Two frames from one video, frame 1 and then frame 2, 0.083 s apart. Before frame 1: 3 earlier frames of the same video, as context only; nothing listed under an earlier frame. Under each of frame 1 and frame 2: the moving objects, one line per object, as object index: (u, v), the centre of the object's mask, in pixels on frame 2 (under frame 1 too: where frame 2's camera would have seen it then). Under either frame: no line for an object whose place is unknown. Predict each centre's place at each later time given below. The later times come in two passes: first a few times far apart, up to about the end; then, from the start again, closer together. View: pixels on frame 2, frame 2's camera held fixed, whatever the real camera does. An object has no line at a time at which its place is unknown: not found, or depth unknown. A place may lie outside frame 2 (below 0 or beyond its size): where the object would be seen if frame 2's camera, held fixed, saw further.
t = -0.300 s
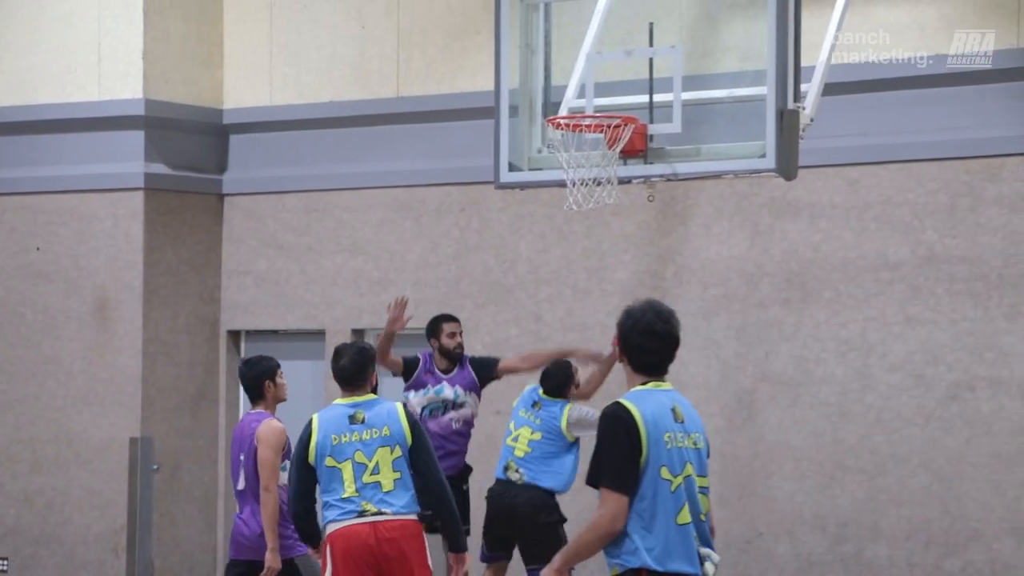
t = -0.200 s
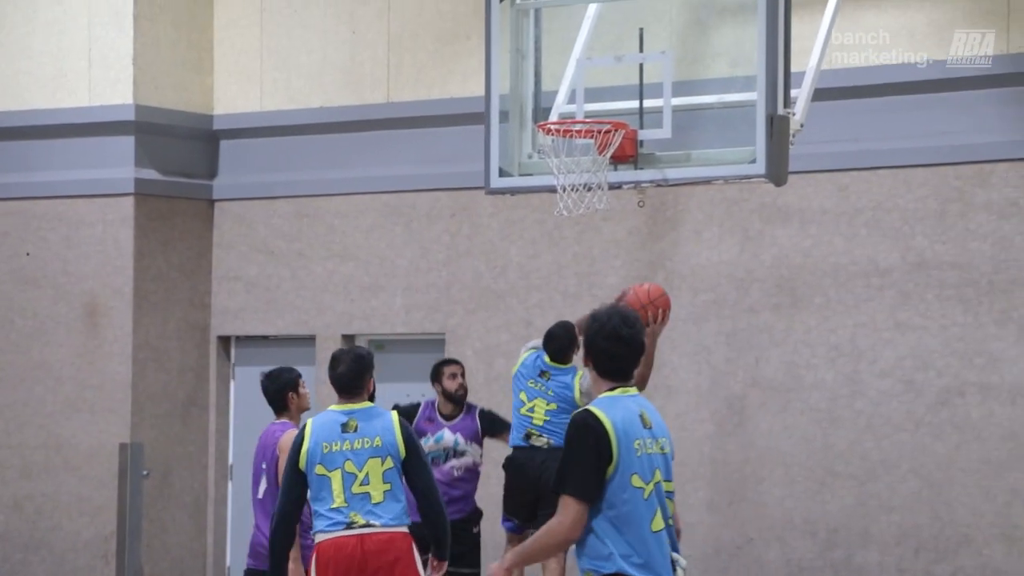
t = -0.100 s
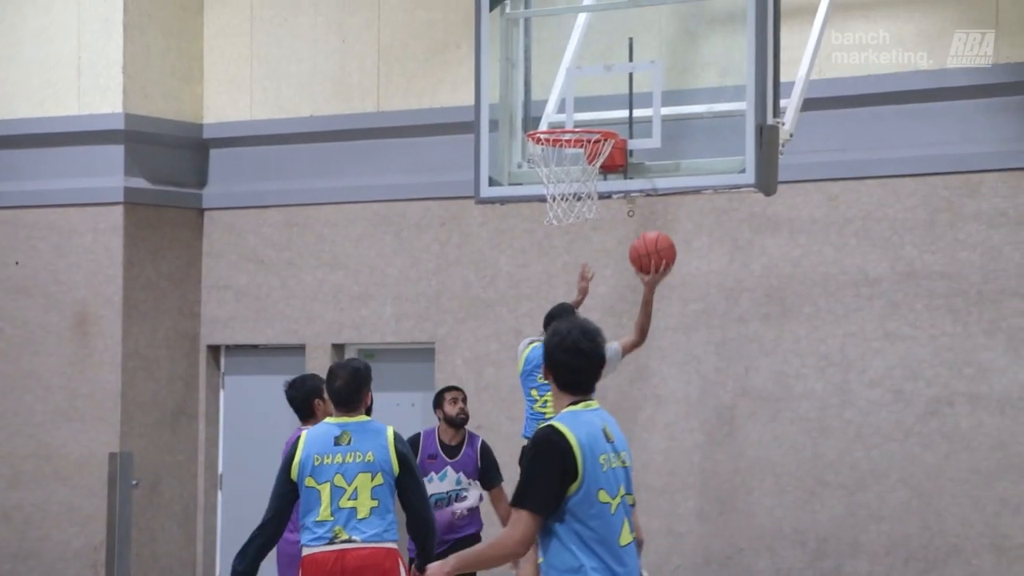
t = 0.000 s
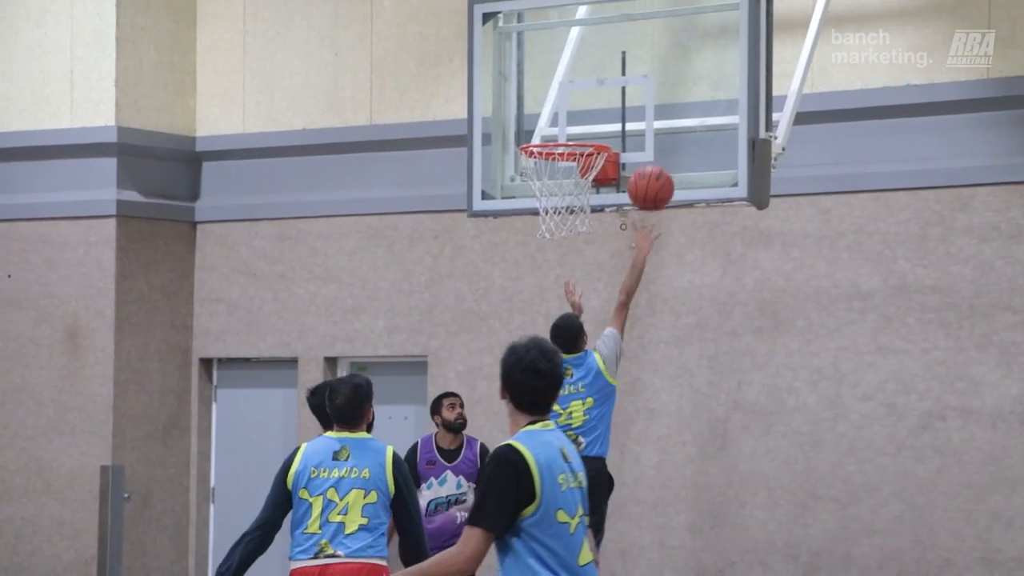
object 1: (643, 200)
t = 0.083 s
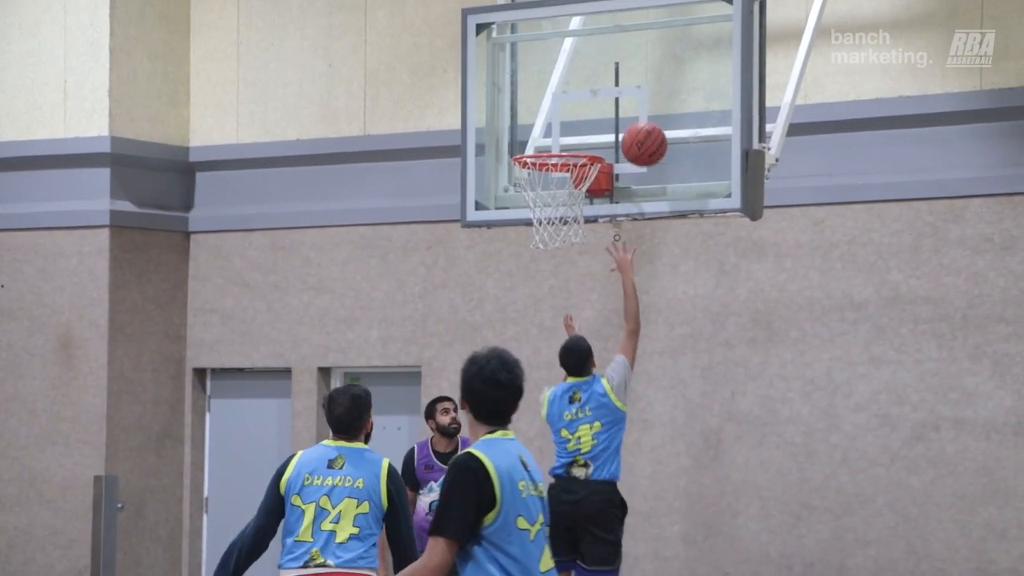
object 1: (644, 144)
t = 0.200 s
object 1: (644, 89)
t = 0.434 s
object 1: (604, 80)
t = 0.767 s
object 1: (560, 112)
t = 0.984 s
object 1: (548, 161)
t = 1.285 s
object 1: (542, 335)
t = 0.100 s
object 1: (644, 134)
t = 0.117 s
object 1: (644, 125)
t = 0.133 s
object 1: (644, 117)
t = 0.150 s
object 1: (643, 109)
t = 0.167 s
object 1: (644, 102)
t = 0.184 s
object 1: (644, 95)
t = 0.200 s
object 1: (644, 89)
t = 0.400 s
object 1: (611, 74)
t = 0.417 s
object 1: (608, 77)
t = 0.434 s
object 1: (604, 80)
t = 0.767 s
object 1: (560, 112)
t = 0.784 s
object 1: (559, 113)
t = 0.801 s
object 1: (558, 114)
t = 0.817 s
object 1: (557, 115)
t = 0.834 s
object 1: (556, 118)
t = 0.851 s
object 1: (555, 120)
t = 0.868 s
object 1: (554, 124)
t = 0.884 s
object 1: (553, 127)
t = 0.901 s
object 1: (552, 131)
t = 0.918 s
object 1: (552, 134)
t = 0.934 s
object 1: (551, 137)
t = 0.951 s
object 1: (549, 140)
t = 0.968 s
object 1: (548, 143)
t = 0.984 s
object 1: (548, 161)
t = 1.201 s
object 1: (542, 275)
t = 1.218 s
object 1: (542, 286)
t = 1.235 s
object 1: (542, 298)
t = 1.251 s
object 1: (542, 310)
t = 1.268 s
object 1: (542, 322)
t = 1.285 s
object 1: (542, 335)
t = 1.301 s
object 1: (542, 349)
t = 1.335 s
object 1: (542, 376)
